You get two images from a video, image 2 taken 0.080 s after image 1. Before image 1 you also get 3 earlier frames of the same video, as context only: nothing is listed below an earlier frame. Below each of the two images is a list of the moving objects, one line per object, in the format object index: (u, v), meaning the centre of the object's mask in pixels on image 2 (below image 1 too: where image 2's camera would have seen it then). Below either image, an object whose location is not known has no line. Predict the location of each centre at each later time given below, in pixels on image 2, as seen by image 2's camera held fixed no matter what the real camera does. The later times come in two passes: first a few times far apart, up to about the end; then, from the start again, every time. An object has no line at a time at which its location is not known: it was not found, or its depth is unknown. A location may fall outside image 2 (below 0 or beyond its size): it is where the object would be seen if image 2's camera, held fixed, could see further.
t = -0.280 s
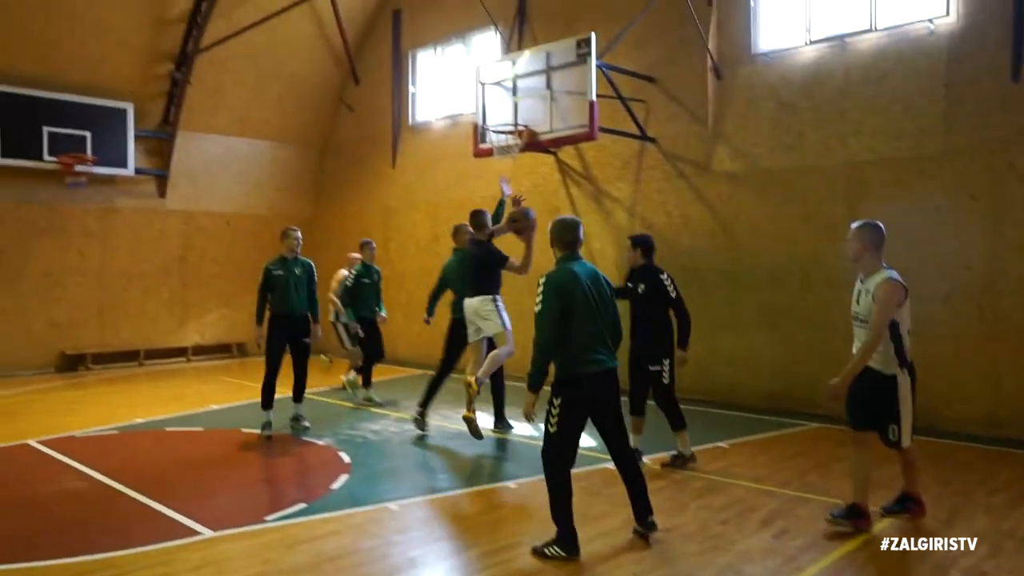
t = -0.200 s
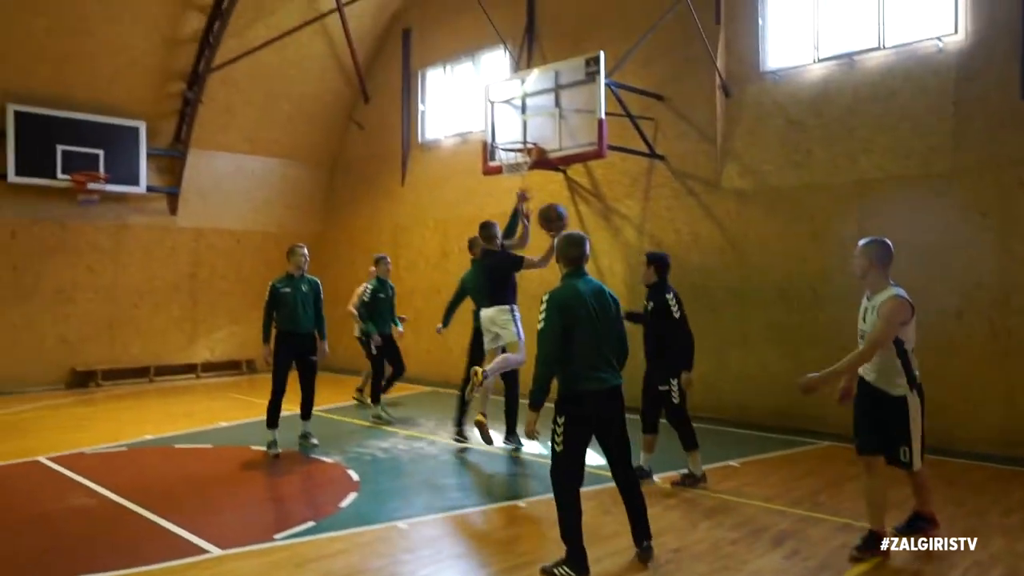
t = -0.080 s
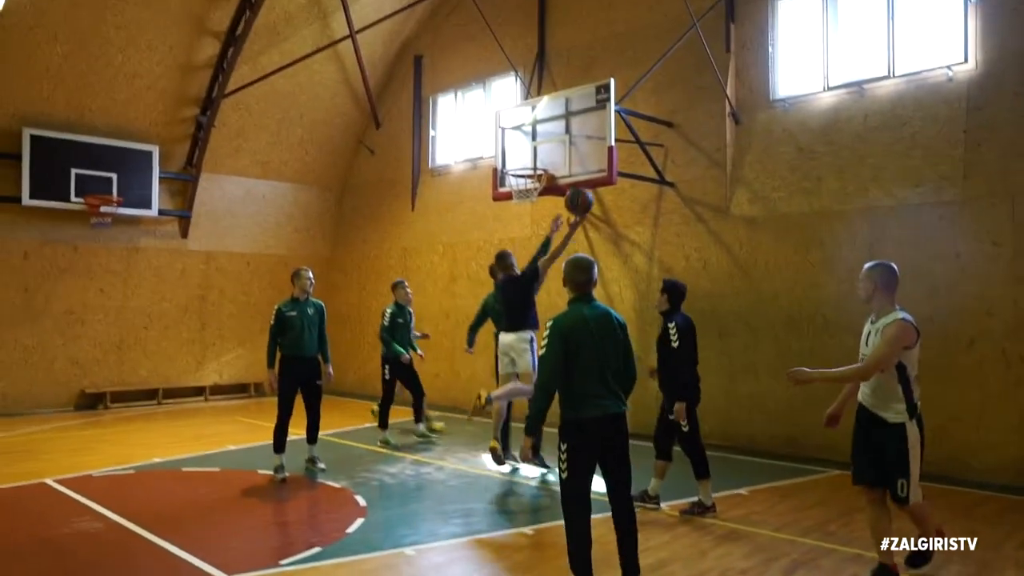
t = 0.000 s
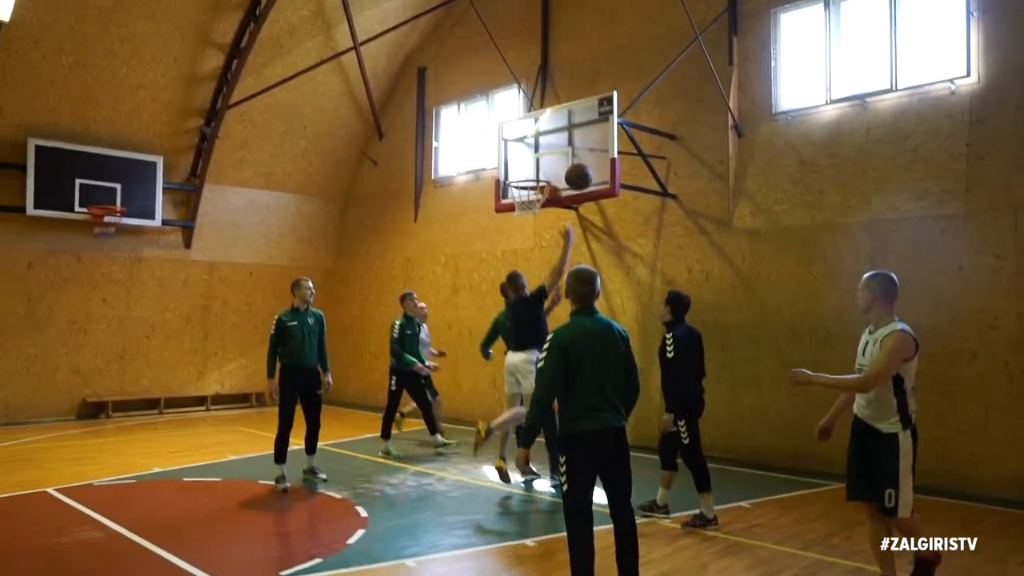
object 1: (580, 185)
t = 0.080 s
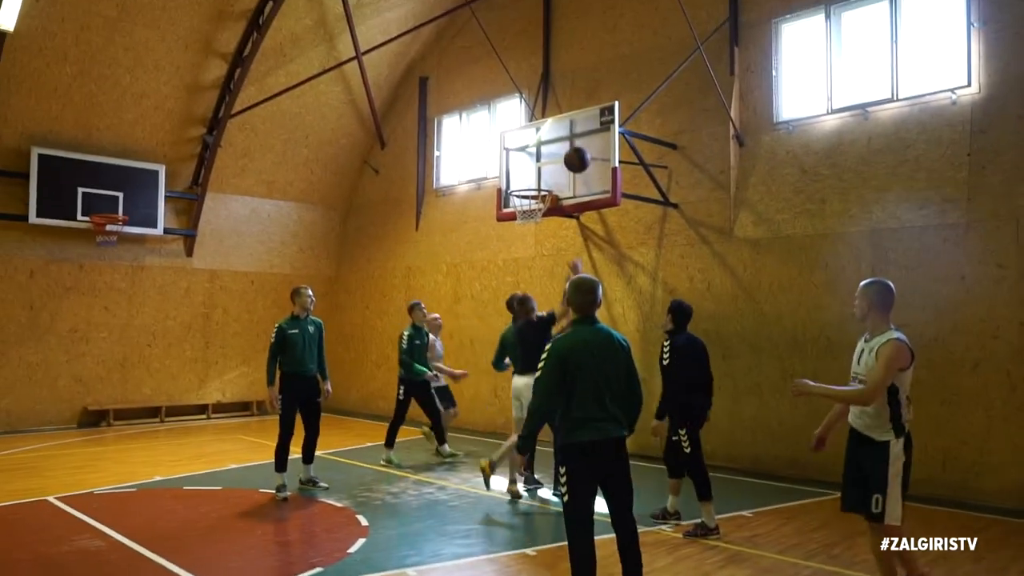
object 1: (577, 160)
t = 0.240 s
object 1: (571, 131)
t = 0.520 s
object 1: (564, 144)
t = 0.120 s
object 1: (575, 150)
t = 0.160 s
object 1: (574, 142)
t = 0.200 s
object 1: (573, 135)
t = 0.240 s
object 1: (571, 131)
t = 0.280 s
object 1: (570, 128)
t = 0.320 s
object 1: (569, 127)
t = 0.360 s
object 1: (568, 128)
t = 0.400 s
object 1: (566, 130)
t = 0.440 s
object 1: (565, 133)
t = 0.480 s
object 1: (564, 138)
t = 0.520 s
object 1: (564, 144)
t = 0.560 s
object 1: (563, 151)
